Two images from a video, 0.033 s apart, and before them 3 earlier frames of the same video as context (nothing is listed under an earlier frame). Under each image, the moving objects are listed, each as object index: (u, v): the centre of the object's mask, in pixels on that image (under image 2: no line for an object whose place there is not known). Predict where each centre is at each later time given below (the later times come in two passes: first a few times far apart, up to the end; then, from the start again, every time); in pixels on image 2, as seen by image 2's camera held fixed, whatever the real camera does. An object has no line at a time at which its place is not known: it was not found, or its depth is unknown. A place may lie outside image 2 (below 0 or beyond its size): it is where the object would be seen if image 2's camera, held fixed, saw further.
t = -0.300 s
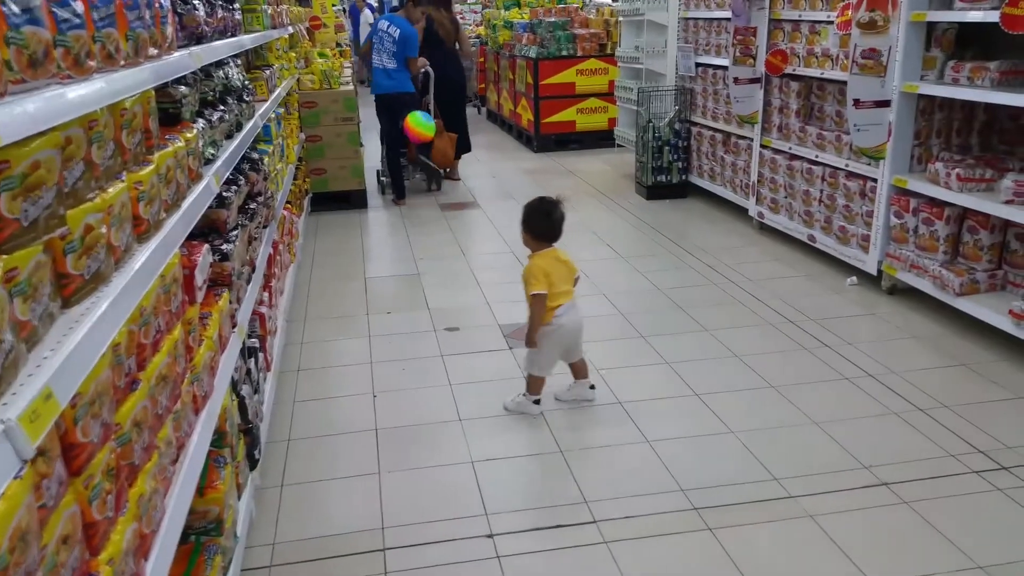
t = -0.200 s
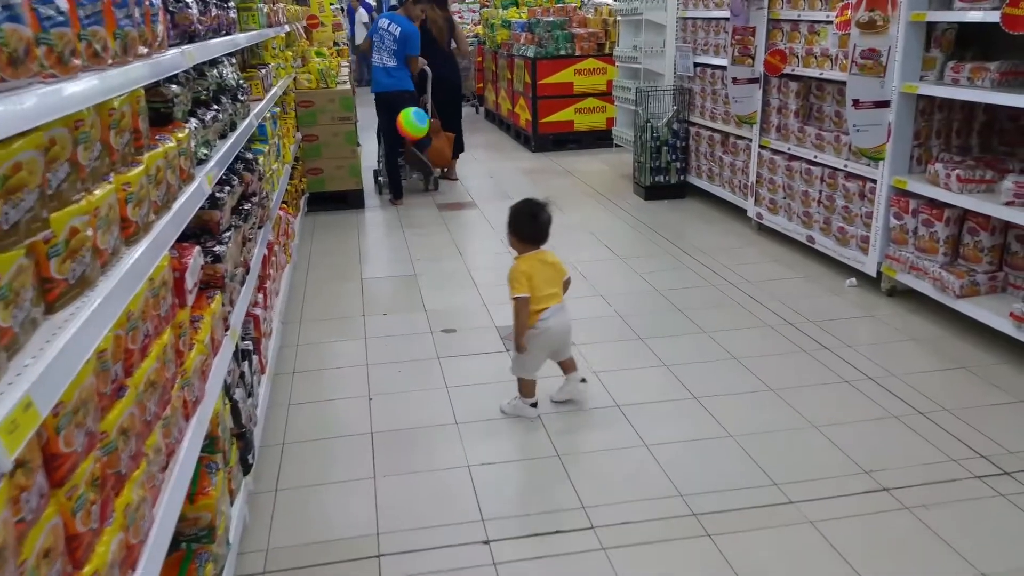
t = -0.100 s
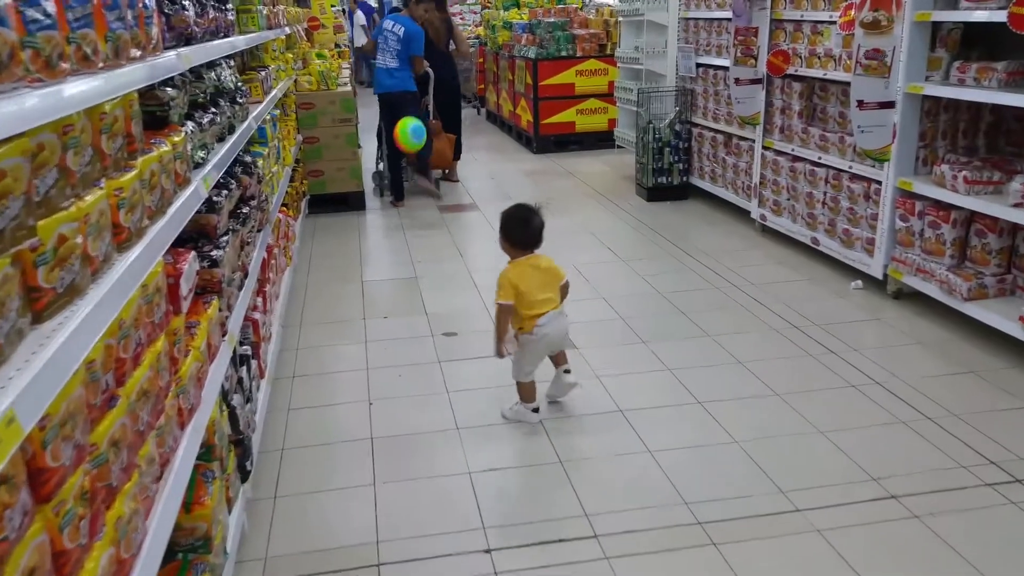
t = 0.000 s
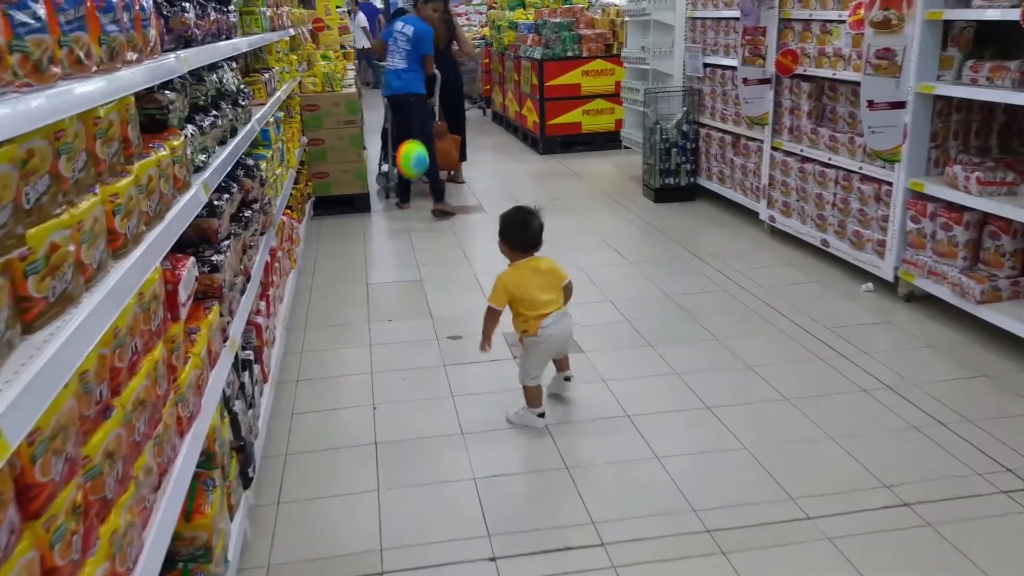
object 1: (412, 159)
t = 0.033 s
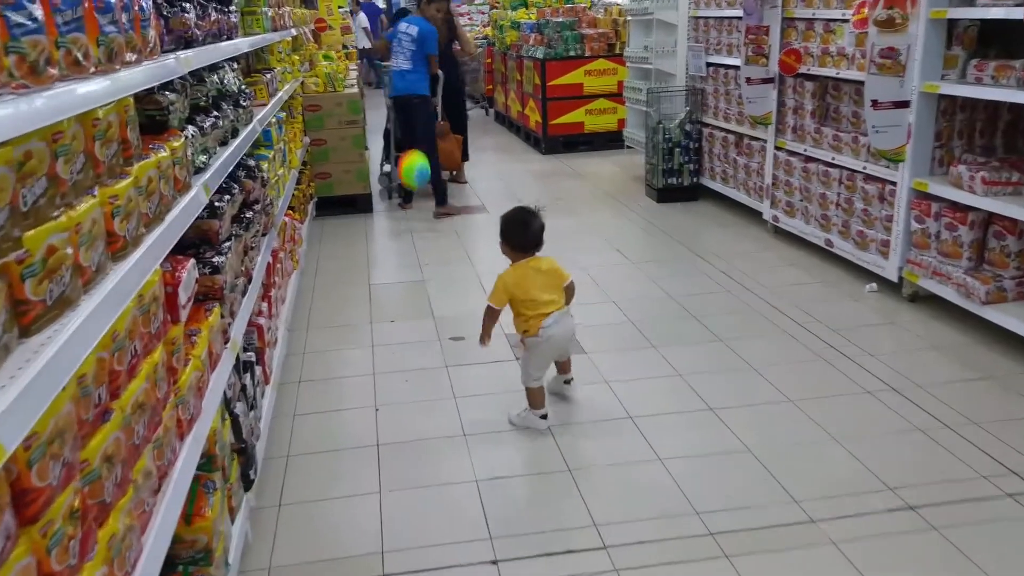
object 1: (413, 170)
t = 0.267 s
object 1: (405, 188)
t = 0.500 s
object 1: (396, 163)
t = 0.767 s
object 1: (393, 225)
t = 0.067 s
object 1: (413, 182)
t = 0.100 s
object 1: (412, 194)
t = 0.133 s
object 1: (412, 212)
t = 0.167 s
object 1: (411, 218)
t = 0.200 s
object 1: (410, 206)
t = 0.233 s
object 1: (407, 196)
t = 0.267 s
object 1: (405, 188)
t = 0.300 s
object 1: (404, 180)
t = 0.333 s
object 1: (402, 174)
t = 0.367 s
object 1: (400, 168)
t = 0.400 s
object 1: (399, 165)
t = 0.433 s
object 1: (398, 163)
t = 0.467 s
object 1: (397, 163)
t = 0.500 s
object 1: (396, 163)
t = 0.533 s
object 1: (395, 165)
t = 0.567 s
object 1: (394, 169)
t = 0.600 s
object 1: (394, 175)
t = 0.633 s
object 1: (394, 181)
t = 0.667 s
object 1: (394, 190)
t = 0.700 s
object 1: (393, 200)
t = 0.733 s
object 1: (394, 211)
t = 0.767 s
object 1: (393, 225)
